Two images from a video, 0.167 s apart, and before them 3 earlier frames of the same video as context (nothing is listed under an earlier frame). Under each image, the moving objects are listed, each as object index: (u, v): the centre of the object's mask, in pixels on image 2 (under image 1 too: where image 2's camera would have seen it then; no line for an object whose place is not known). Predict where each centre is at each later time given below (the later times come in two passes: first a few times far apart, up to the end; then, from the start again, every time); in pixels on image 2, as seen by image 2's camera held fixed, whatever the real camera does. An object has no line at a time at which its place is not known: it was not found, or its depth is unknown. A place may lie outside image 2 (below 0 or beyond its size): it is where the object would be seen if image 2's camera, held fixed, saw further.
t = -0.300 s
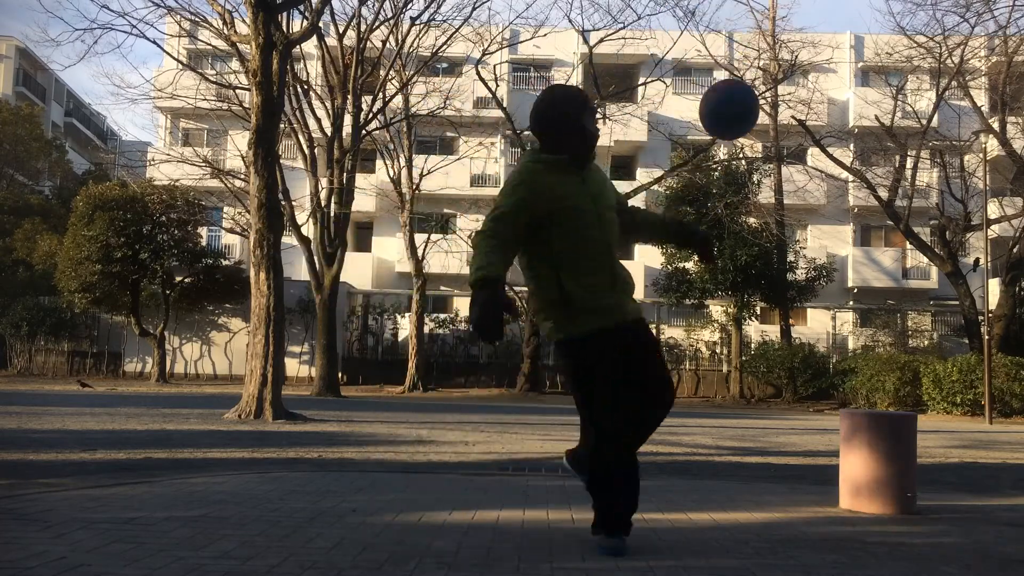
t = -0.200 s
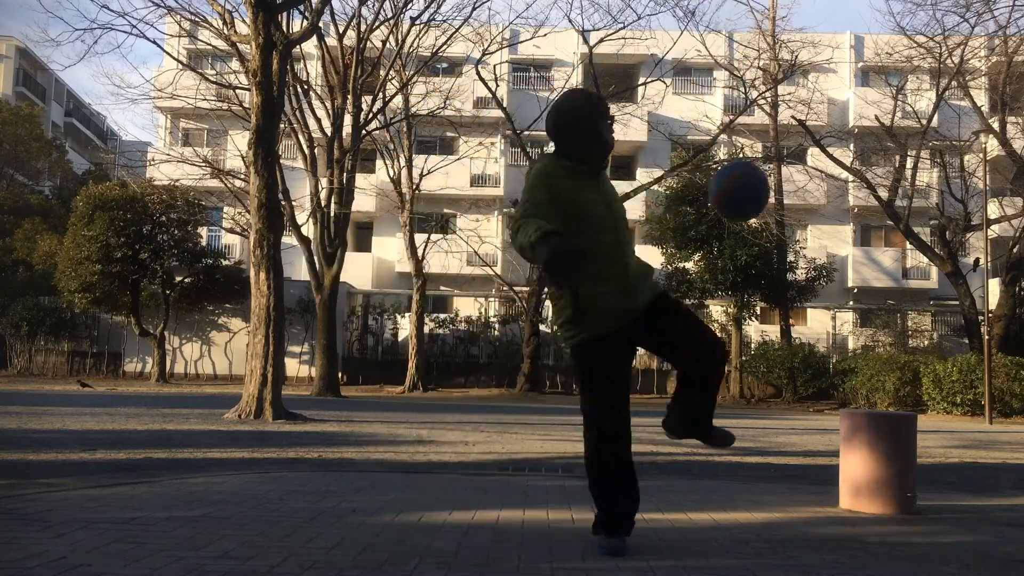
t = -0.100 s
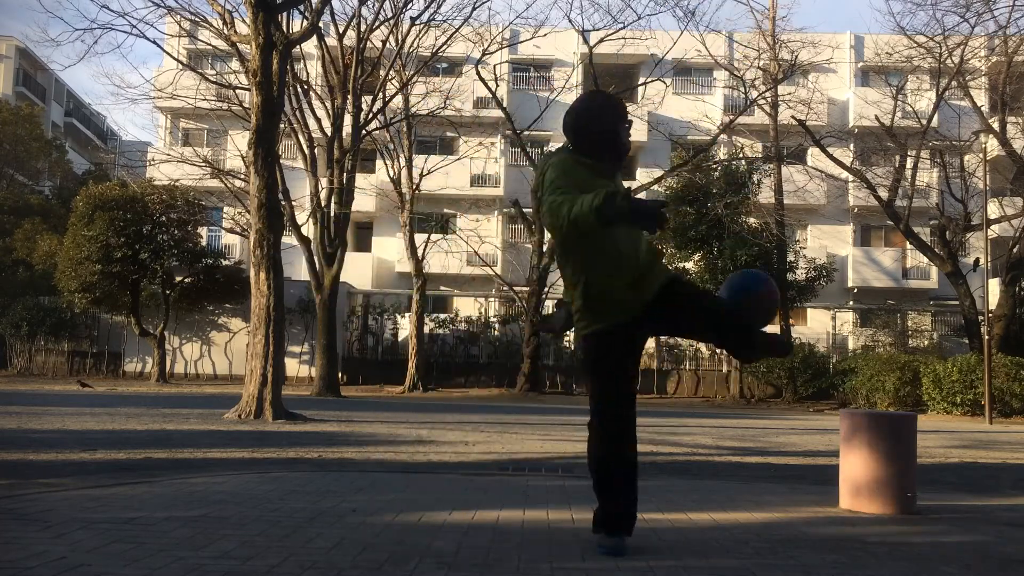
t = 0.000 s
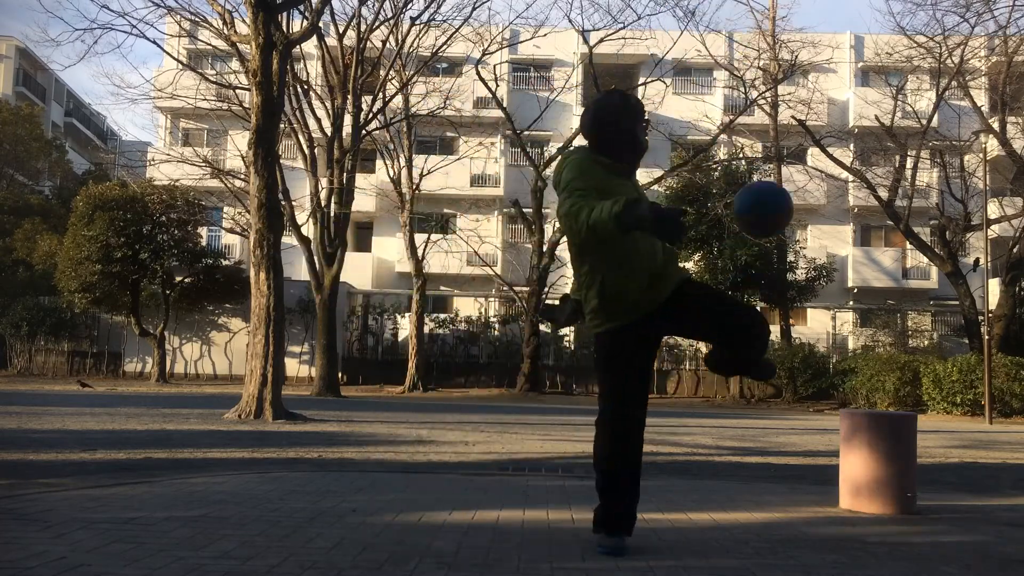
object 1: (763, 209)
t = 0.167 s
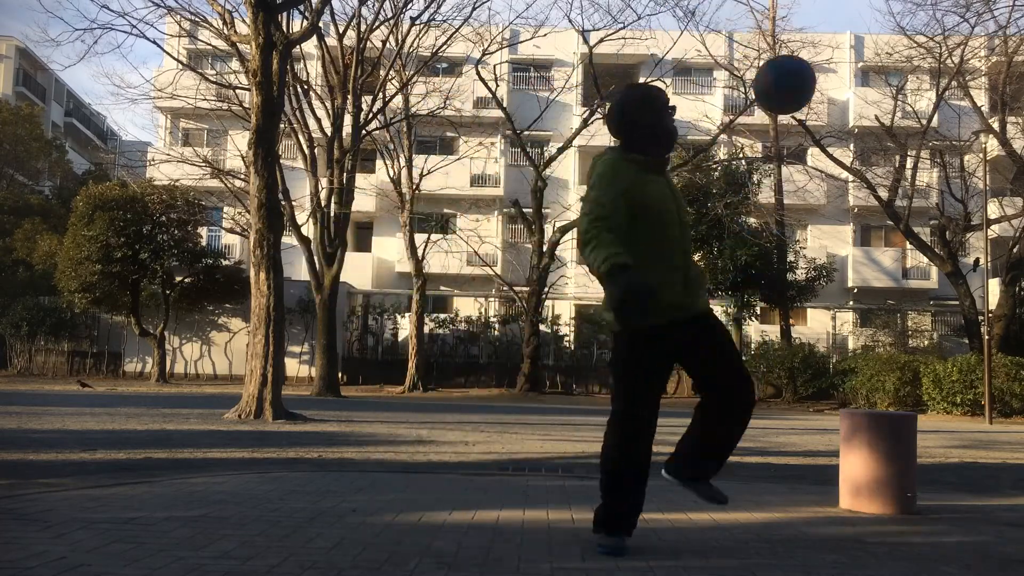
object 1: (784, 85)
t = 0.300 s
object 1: (802, 31)
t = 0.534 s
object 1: (830, 47)
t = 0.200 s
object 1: (789, 67)
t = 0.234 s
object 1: (793, 52)
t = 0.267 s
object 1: (797, 40)
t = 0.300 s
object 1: (802, 31)
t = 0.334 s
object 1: (806, 26)
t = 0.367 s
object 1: (809, 24)
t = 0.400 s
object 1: (813, 24)
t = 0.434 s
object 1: (817, 25)
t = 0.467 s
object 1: (822, 28)
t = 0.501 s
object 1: (826, 35)
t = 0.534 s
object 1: (830, 47)
